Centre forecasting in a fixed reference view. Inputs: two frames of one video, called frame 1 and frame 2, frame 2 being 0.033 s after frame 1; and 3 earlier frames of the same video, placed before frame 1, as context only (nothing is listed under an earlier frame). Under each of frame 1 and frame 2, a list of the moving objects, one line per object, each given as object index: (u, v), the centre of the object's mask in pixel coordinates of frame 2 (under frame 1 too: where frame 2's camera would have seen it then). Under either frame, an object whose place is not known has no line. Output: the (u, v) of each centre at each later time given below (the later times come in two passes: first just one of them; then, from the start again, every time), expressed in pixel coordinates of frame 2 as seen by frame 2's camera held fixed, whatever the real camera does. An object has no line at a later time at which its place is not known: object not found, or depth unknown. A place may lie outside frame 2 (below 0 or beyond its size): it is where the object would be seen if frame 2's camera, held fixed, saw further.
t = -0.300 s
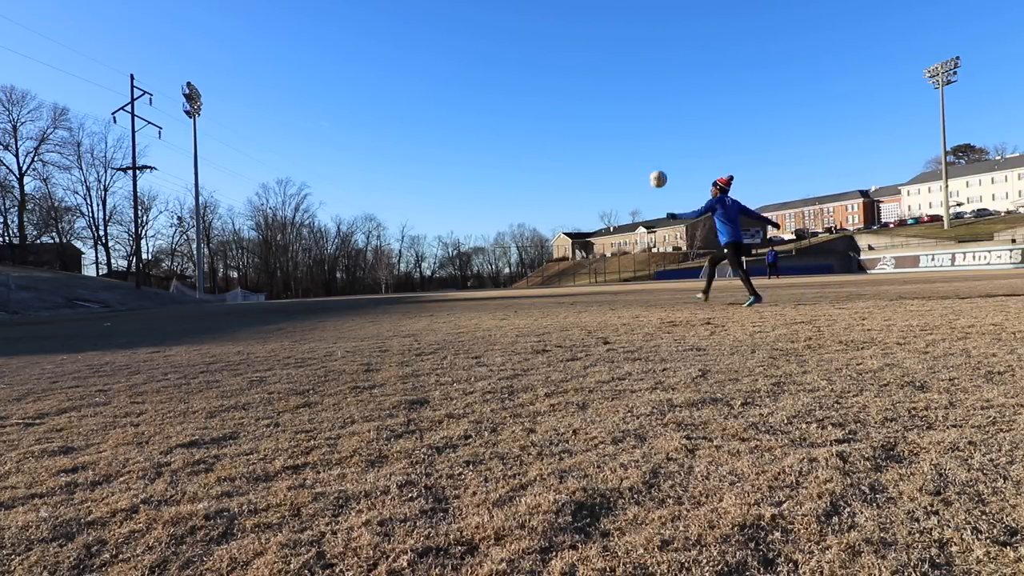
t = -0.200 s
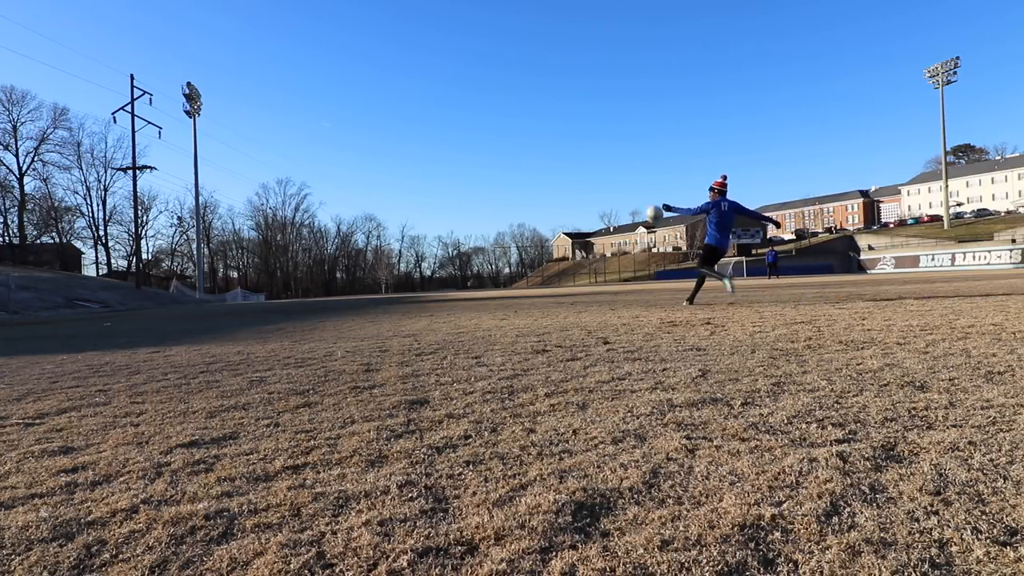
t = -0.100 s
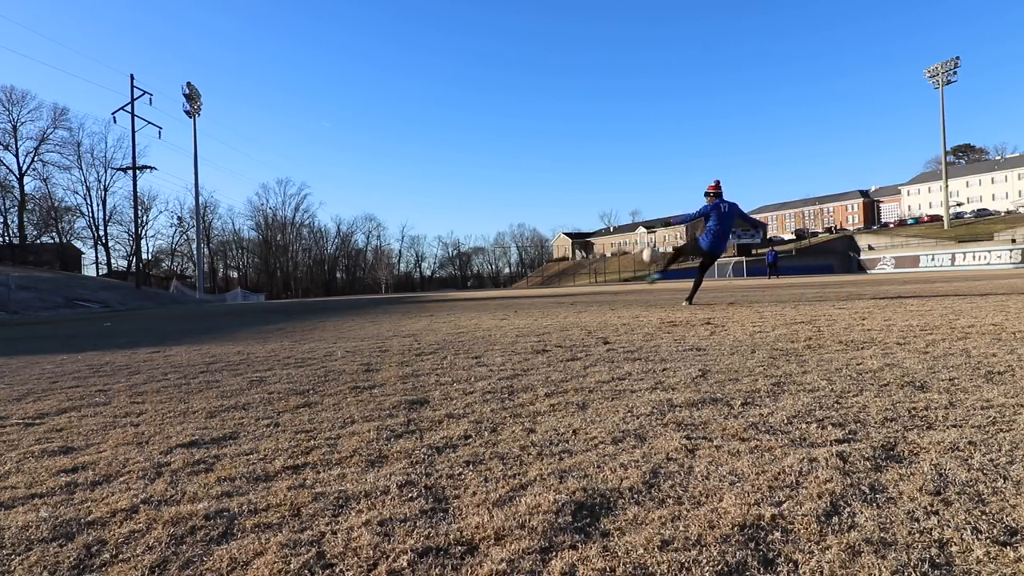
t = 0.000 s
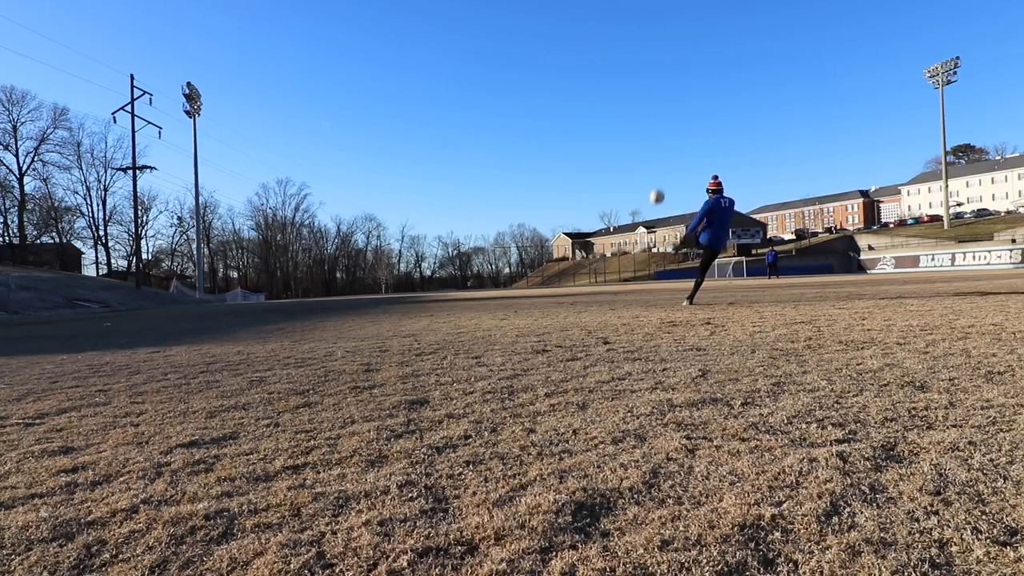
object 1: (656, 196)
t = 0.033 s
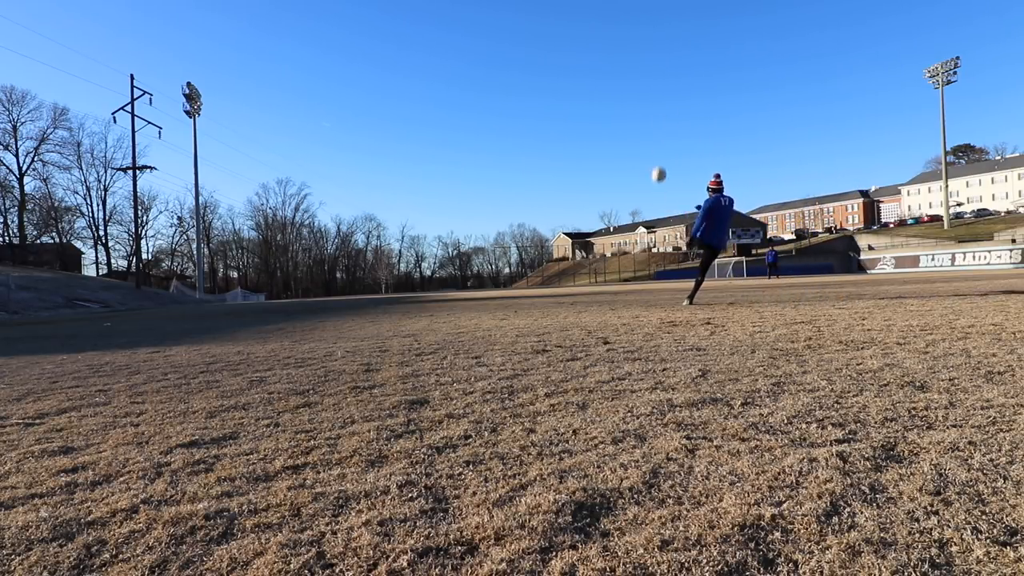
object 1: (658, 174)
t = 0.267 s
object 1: (664, 81)
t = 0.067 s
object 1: (660, 155)
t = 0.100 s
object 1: (661, 139)
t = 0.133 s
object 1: (662, 124)
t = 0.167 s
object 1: (663, 111)
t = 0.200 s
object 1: (664, 99)
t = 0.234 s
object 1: (664, 89)
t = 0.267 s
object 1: (664, 81)
